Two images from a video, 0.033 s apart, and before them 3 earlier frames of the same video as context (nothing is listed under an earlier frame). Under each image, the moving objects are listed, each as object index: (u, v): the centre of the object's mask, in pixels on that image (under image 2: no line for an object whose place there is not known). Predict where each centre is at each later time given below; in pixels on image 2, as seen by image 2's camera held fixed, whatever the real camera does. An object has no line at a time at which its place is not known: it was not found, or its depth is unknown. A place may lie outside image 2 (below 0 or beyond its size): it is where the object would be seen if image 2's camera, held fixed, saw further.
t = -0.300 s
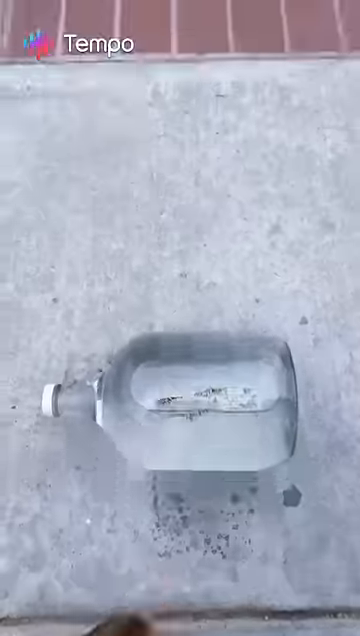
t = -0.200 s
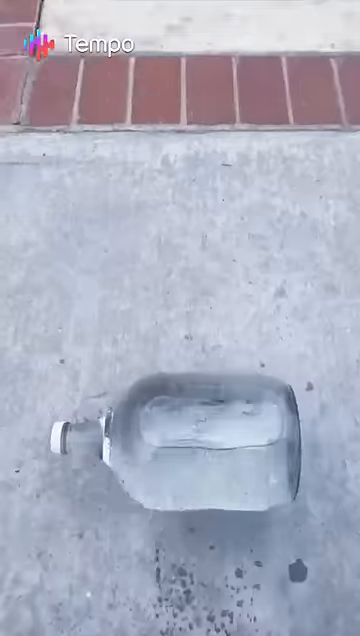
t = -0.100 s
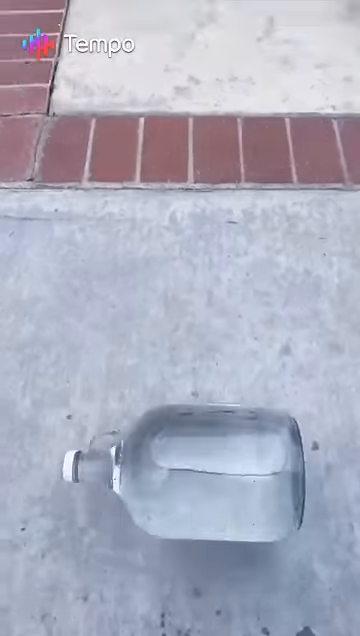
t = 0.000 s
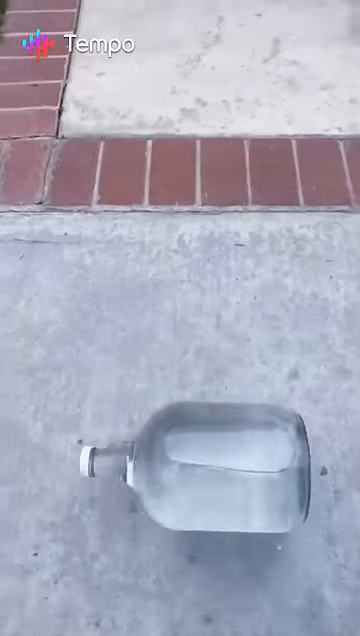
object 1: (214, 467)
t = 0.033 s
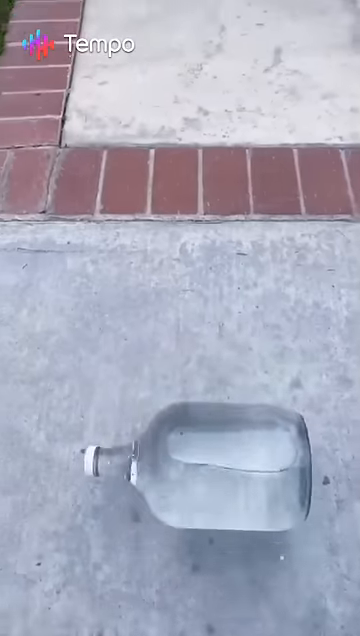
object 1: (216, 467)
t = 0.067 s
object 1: (216, 456)
